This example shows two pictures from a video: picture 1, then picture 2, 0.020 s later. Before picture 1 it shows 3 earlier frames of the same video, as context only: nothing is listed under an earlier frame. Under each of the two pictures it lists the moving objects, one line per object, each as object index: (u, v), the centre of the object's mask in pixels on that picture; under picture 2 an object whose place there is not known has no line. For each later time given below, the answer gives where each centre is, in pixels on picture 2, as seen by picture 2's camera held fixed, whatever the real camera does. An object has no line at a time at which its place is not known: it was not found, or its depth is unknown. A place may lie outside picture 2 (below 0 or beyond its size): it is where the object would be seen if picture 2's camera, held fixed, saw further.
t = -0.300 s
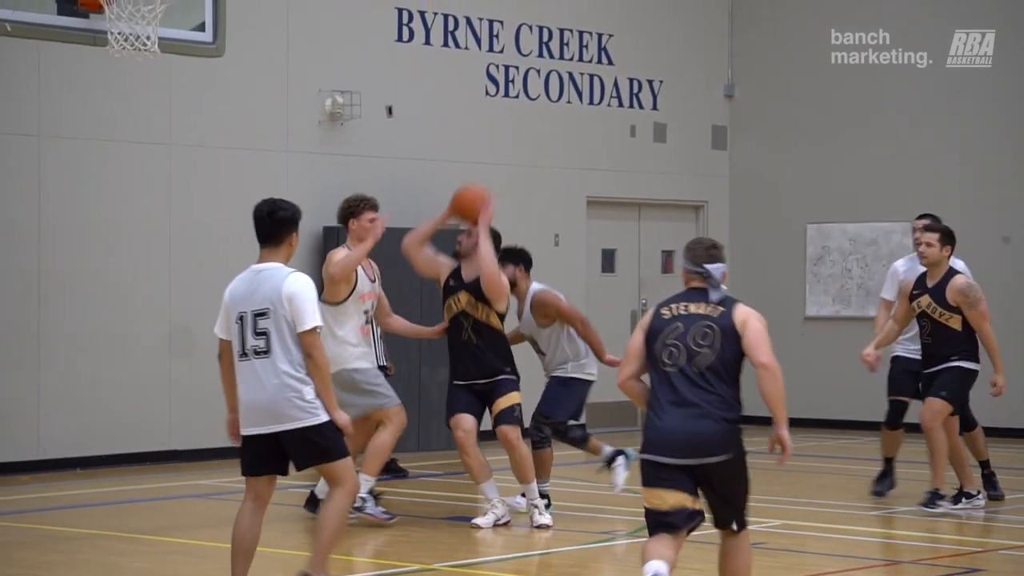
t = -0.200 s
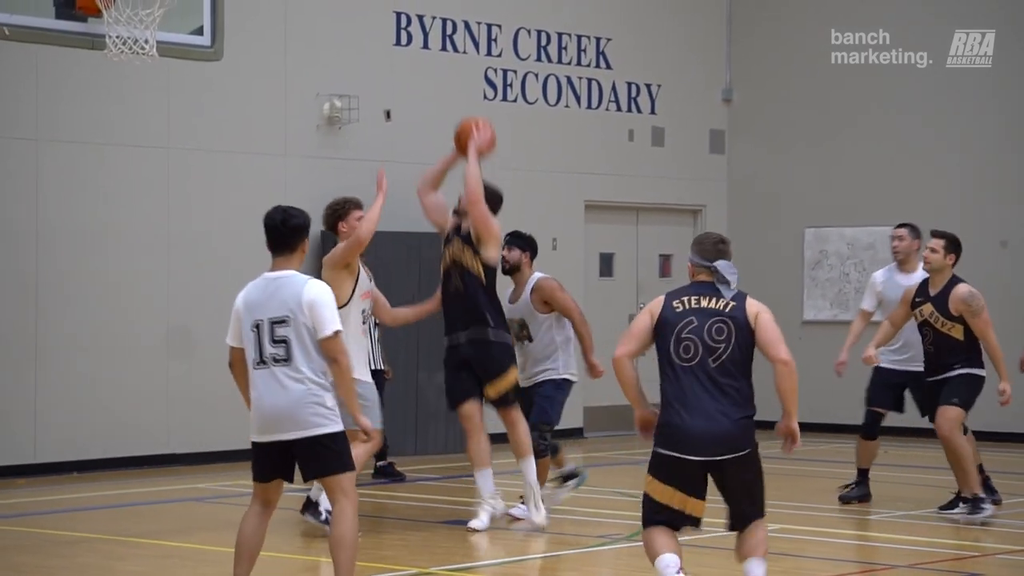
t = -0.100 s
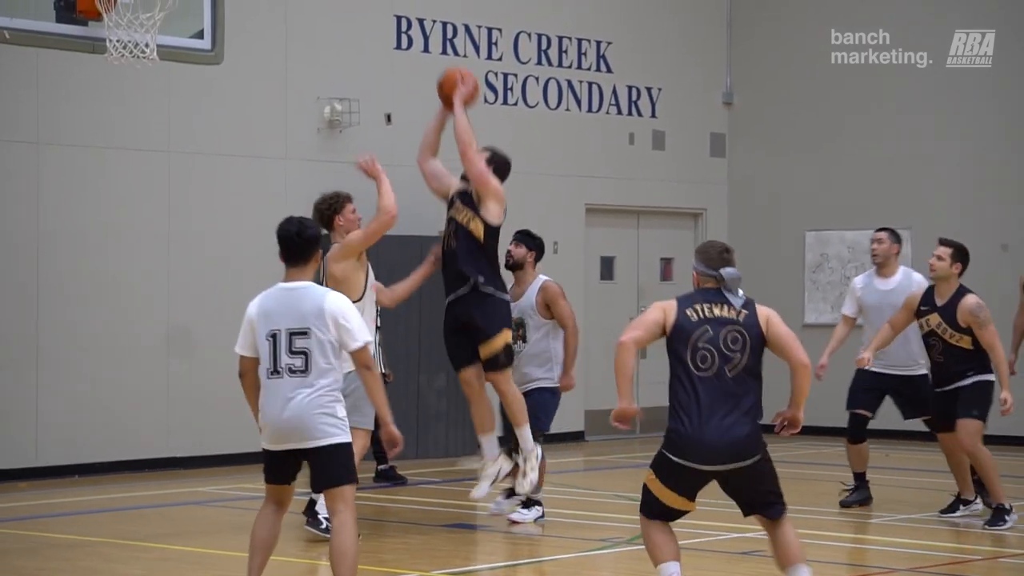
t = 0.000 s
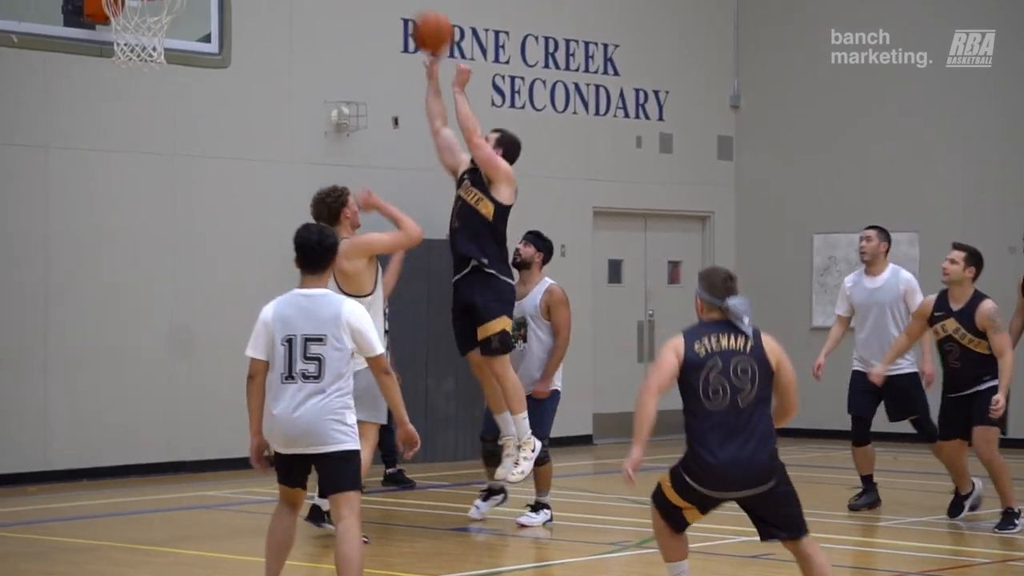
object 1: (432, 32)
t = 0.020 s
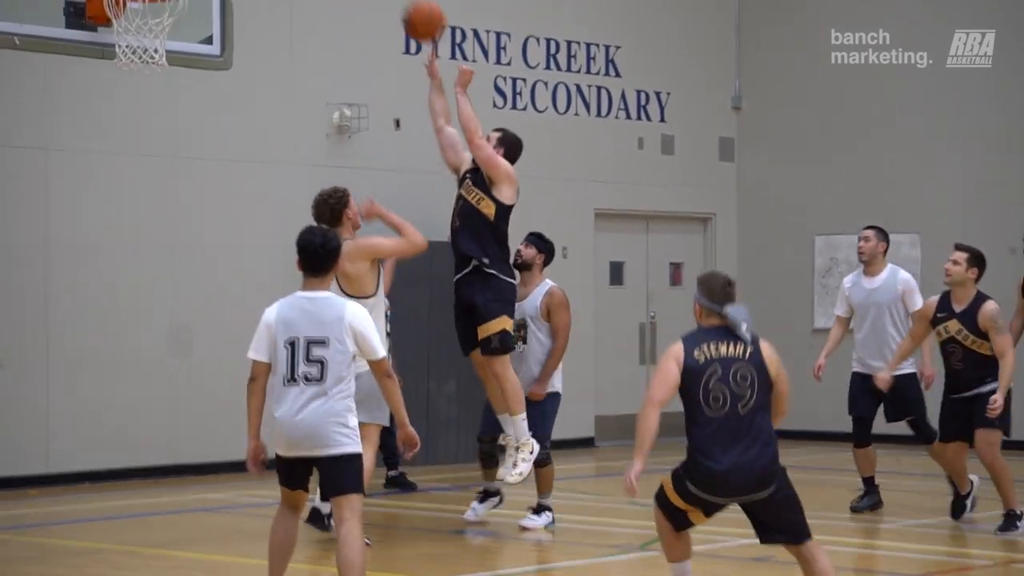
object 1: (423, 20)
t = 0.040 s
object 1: (414, 14)
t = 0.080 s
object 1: (391, -5)
